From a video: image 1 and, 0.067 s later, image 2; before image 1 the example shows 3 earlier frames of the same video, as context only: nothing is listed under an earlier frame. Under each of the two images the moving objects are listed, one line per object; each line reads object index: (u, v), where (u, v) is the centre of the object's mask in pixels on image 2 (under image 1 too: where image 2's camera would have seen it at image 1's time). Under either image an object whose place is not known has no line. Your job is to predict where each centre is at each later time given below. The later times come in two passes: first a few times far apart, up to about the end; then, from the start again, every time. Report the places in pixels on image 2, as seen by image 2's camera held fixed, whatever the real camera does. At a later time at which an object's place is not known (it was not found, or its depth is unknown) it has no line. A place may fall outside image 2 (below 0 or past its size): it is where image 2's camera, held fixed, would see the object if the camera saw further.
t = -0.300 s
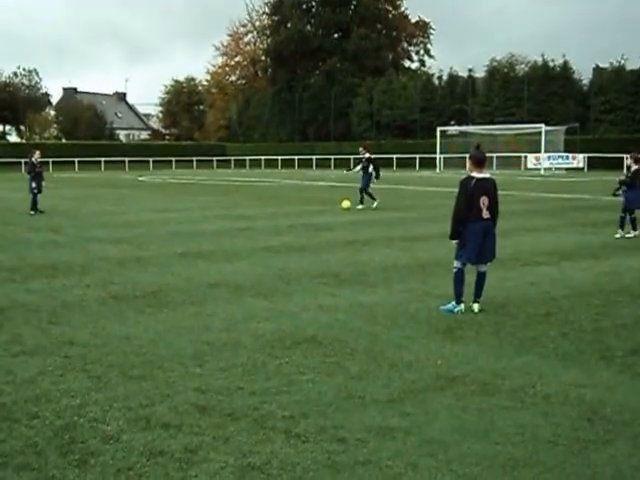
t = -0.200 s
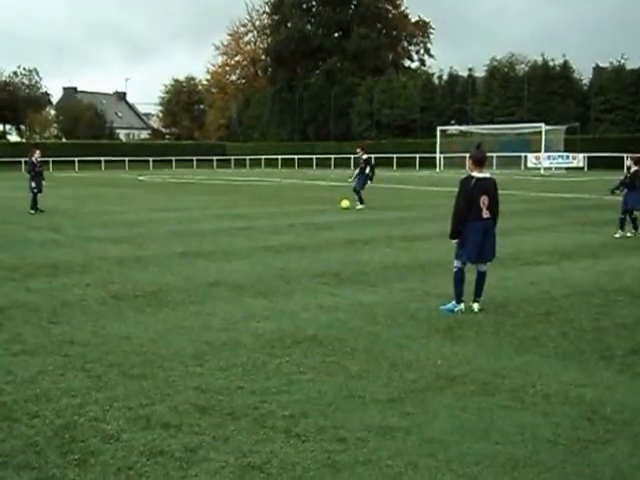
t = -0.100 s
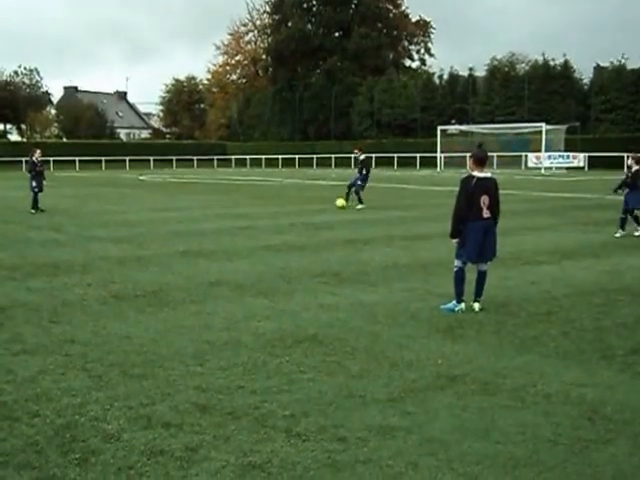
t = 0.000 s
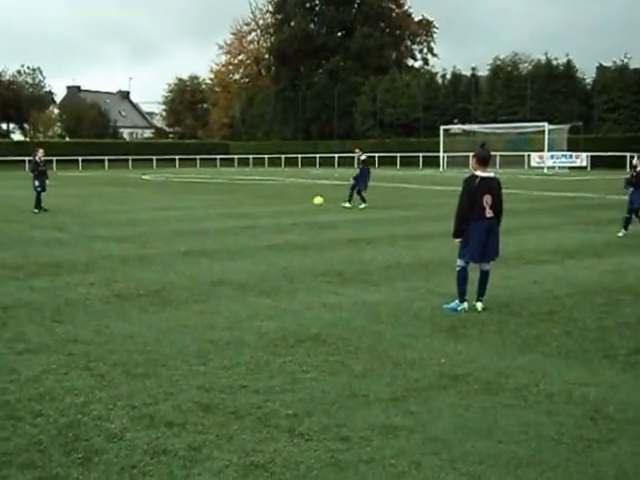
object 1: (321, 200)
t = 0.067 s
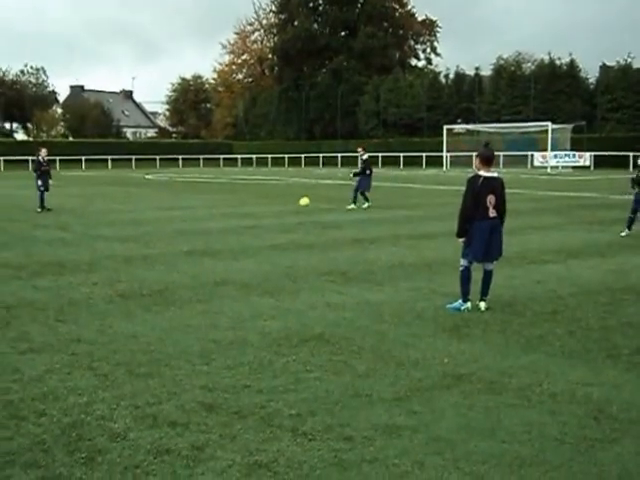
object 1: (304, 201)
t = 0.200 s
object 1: (269, 210)
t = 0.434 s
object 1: (209, 216)
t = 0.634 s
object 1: (155, 218)
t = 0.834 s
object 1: (102, 223)
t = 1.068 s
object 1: (42, 231)
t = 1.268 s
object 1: (-8, 236)
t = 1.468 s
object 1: (-62, 241)
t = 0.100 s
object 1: (295, 202)
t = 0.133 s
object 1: (287, 204)
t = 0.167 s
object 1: (278, 208)
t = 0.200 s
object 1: (269, 210)
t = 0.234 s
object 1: (261, 209)
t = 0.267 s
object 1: (253, 209)
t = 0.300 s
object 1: (244, 209)
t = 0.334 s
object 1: (236, 210)
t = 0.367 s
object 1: (227, 211)
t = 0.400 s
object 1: (218, 213)
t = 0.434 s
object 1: (209, 216)
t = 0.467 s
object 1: (200, 216)
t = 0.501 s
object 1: (191, 215)
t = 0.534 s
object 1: (183, 215)
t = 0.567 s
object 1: (173, 216)
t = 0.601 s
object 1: (164, 216)
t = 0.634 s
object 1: (155, 218)
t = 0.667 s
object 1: (145, 220)
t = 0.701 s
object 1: (136, 222)
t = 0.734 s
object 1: (127, 222)
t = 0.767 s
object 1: (119, 221)
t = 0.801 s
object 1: (111, 221)
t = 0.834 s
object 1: (102, 223)
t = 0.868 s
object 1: (93, 224)
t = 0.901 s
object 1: (84, 227)
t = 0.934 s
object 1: (75, 229)
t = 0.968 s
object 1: (67, 229)
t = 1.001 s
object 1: (59, 229)
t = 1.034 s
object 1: (51, 229)
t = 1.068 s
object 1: (42, 231)
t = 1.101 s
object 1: (34, 232)
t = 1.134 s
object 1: (26, 232)
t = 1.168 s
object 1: (18, 233)
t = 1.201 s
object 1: (9, 234)
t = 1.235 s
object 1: (0, 236)
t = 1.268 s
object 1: (-8, 236)
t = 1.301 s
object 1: (-17, 236)
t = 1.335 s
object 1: (-26, 237)
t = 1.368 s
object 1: (-35, 239)
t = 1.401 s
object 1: (-44, 240)
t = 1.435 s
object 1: (-53, 240)
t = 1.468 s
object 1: (-62, 241)
